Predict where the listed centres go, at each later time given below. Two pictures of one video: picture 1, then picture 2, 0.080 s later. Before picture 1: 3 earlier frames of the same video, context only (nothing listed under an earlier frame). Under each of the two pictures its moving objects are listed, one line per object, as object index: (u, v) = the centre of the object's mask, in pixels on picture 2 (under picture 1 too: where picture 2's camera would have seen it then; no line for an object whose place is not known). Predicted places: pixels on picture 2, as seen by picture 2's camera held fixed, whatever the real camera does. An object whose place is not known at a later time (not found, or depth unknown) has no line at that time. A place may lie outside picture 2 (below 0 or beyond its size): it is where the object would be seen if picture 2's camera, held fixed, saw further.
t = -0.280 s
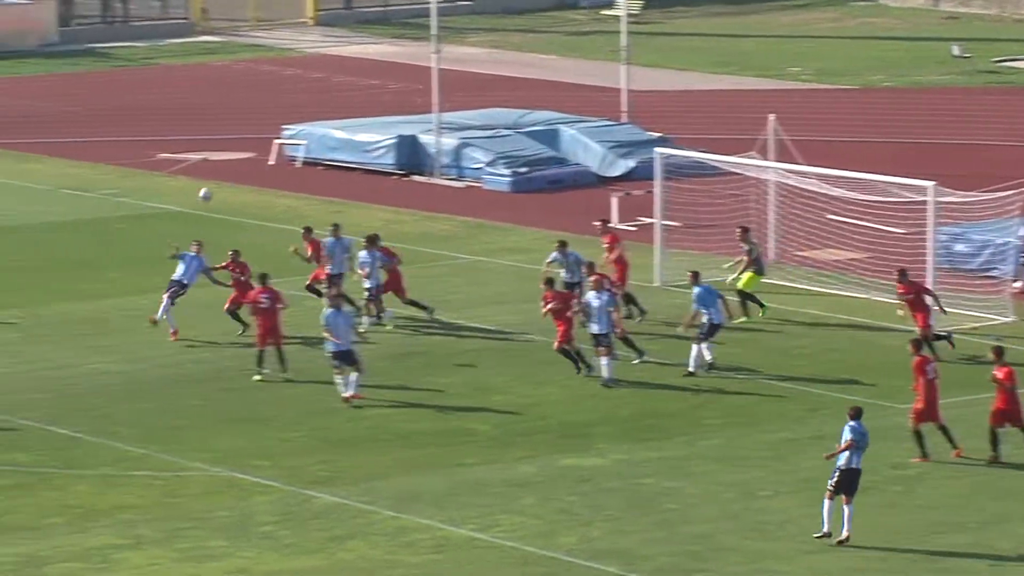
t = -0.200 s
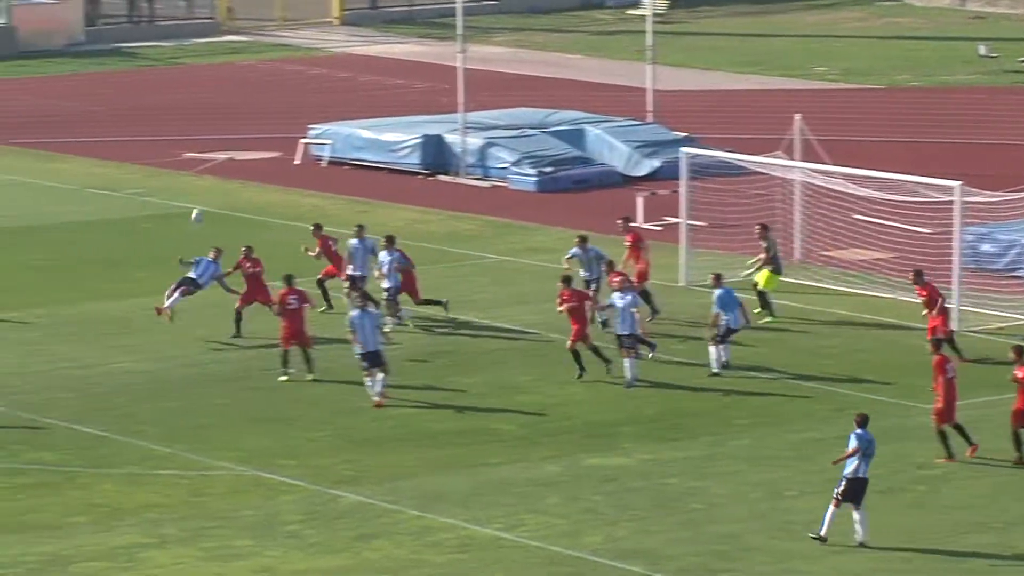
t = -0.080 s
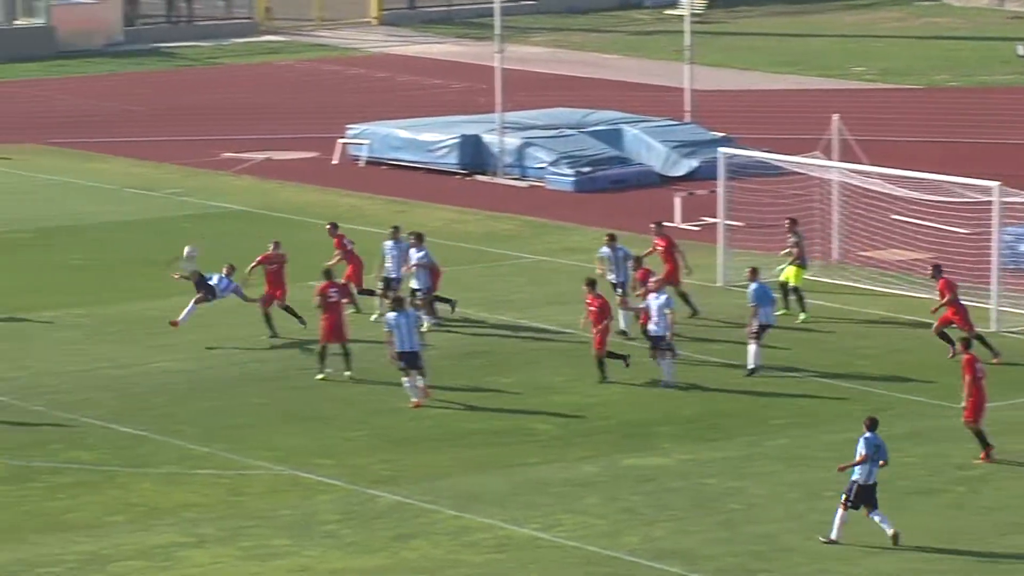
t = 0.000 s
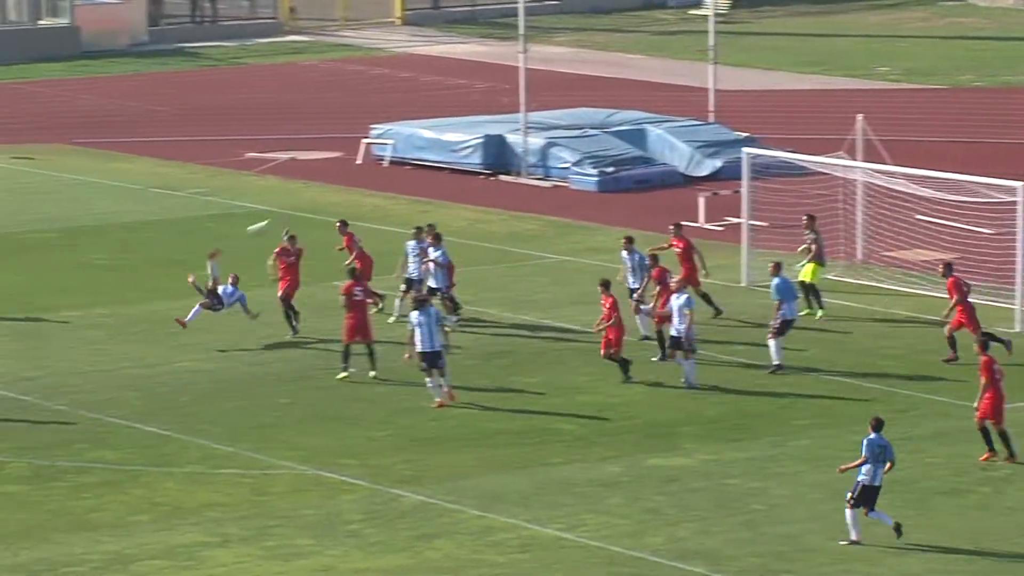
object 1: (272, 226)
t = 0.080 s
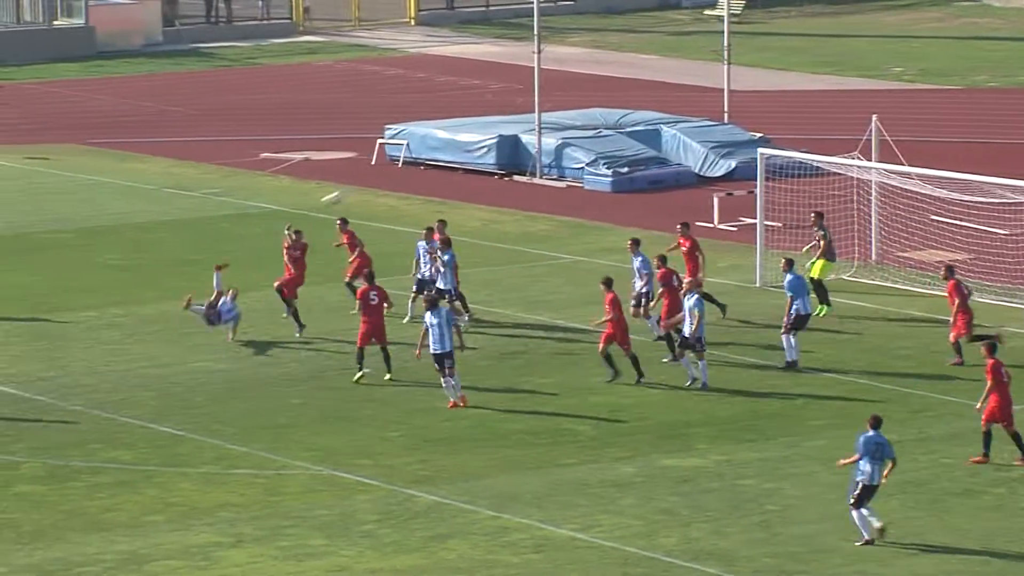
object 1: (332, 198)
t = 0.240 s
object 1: (445, 151)
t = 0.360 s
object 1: (525, 126)
